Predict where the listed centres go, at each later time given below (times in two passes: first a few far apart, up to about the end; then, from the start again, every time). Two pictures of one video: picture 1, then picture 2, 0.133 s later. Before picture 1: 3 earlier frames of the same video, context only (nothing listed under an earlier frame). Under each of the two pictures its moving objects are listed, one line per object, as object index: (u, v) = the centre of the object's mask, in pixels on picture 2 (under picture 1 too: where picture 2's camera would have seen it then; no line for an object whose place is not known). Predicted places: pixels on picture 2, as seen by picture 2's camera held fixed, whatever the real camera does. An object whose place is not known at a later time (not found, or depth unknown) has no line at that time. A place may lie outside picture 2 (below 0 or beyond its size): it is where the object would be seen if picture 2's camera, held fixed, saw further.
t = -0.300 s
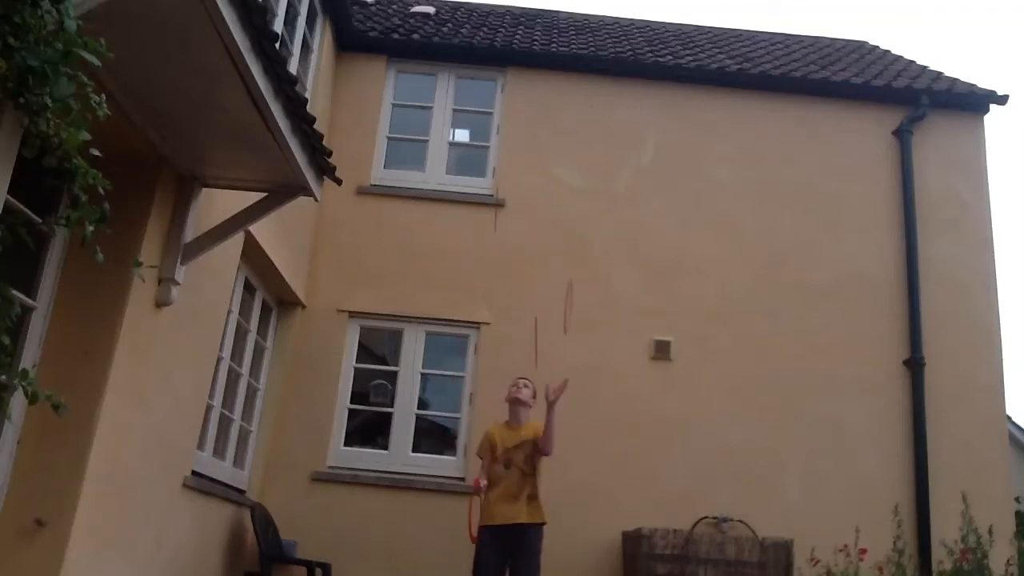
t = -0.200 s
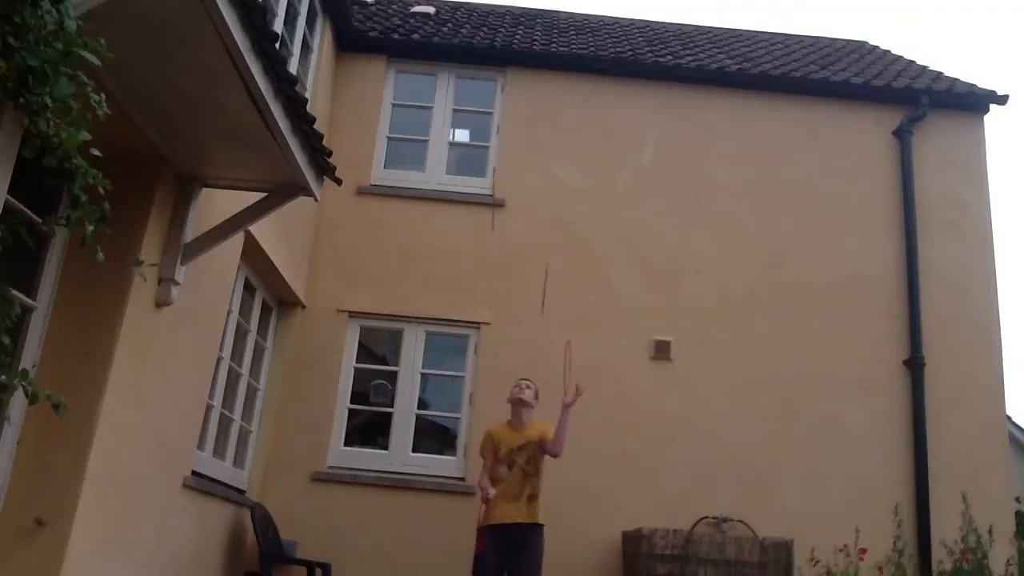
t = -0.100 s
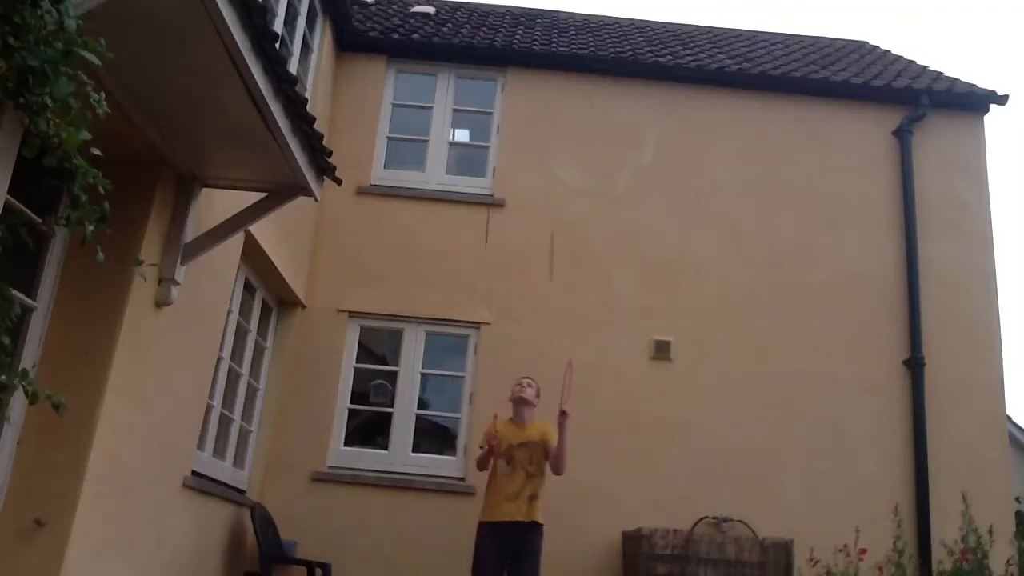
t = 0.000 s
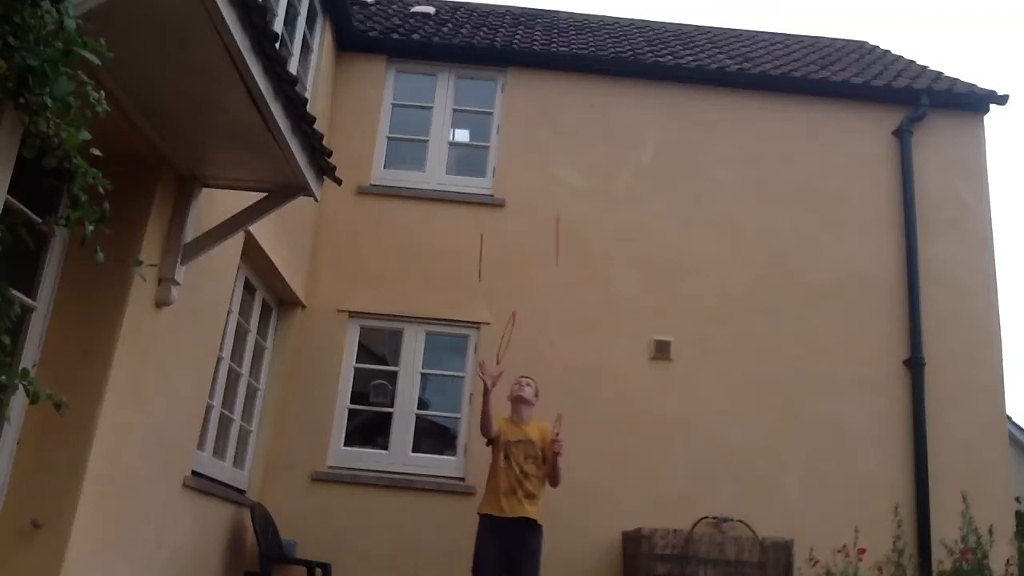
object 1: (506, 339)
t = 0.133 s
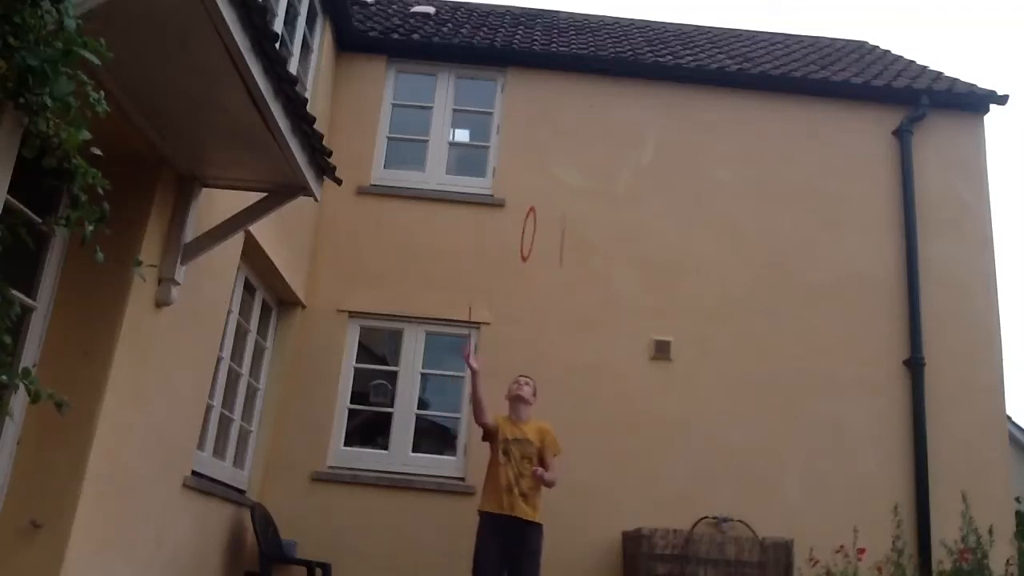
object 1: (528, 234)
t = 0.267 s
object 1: (550, 163)
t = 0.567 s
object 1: (594, 110)
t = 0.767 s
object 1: (619, 153)
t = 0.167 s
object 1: (534, 213)
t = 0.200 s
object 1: (539, 195)
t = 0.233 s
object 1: (544, 178)
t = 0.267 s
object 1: (550, 163)
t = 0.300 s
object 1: (555, 151)
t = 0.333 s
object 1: (560, 140)
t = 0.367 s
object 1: (566, 130)
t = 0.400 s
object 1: (571, 123)
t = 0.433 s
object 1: (576, 117)
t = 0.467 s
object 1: (581, 112)
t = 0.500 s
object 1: (585, 110)
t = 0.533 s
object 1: (590, 110)
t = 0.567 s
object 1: (594, 110)
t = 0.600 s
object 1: (599, 112)
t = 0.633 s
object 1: (603, 117)
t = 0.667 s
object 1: (608, 123)
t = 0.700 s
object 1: (611, 131)
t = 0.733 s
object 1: (615, 141)
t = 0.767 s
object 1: (619, 153)
